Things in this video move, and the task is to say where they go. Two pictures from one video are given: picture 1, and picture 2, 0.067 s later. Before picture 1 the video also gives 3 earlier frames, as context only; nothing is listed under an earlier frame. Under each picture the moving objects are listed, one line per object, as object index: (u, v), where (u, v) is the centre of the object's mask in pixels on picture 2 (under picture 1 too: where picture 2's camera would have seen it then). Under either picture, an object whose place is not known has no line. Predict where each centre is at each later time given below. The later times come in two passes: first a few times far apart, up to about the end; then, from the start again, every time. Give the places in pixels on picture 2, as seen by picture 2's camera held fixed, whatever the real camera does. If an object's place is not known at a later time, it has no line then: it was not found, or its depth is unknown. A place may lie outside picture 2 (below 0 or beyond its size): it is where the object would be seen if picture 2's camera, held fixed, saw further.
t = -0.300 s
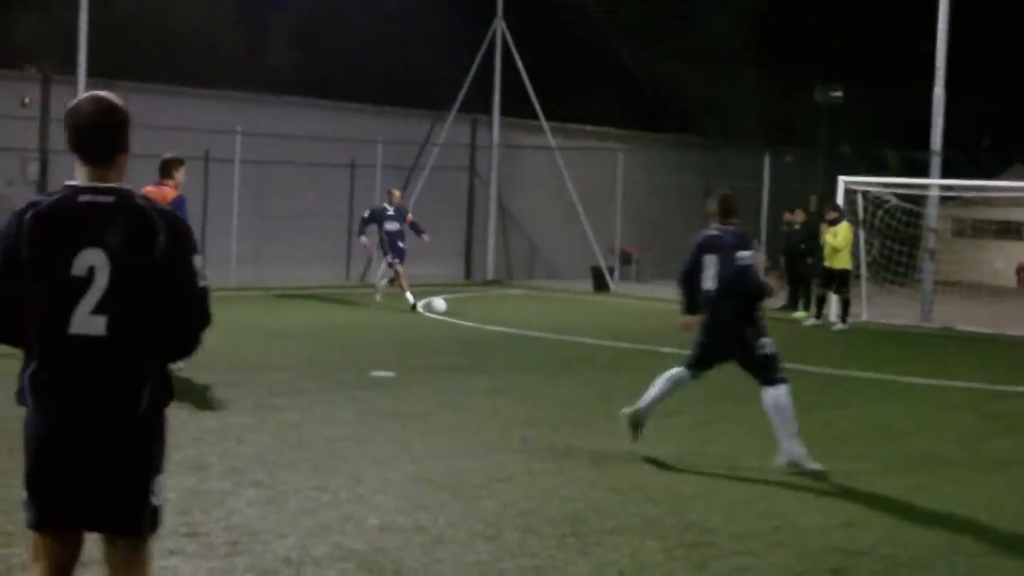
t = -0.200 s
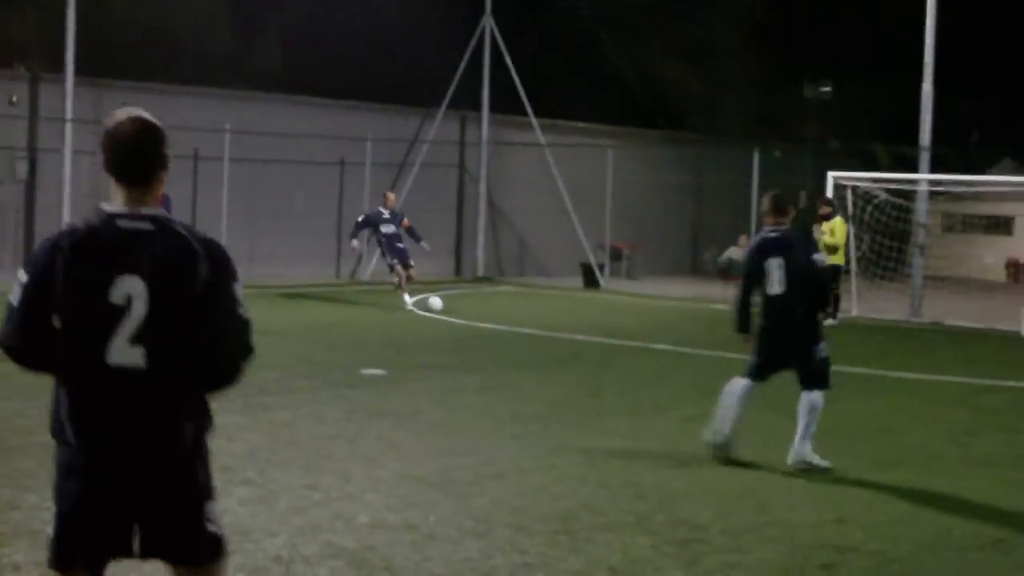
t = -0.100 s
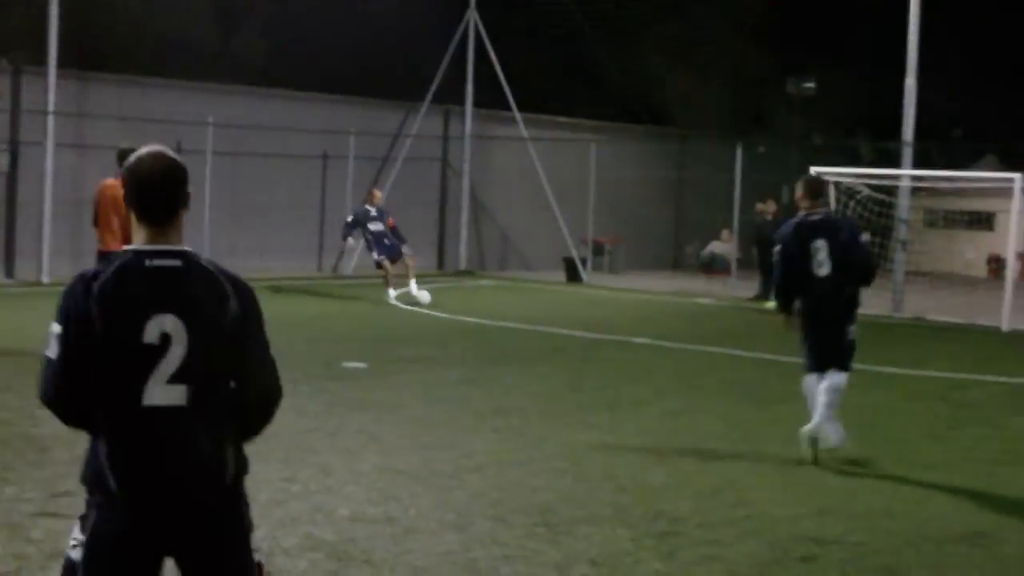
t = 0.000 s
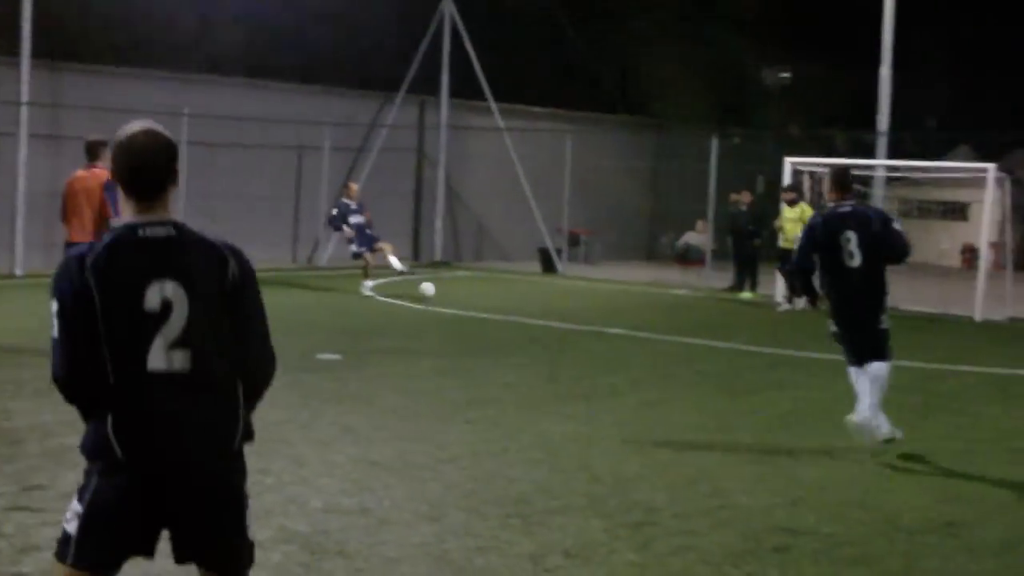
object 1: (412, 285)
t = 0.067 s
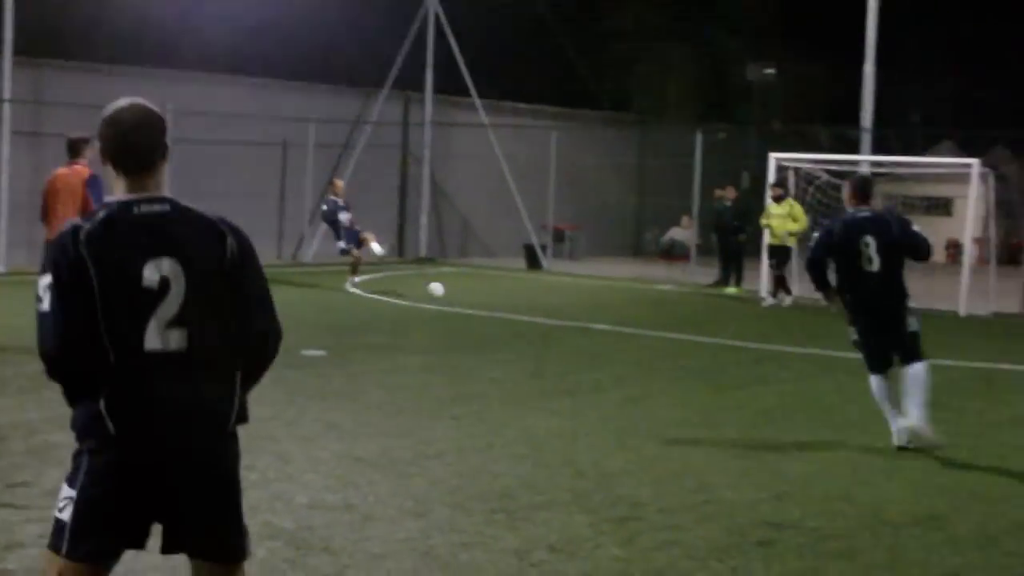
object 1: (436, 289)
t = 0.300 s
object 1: (522, 311)
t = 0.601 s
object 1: (649, 348)
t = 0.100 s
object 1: (447, 292)
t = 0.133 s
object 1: (460, 299)
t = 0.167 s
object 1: (472, 304)
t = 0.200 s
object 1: (484, 304)
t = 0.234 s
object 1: (497, 305)
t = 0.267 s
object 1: (509, 308)
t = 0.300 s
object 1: (522, 311)
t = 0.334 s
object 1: (536, 315)
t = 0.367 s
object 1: (549, 323)
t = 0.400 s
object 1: (562, 324)
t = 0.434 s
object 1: (576, 327)
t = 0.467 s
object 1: (590, 332)
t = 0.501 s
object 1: (605, 336)
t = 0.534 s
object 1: (619, 340)
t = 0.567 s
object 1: (633, 343)
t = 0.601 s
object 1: (649, 348)
